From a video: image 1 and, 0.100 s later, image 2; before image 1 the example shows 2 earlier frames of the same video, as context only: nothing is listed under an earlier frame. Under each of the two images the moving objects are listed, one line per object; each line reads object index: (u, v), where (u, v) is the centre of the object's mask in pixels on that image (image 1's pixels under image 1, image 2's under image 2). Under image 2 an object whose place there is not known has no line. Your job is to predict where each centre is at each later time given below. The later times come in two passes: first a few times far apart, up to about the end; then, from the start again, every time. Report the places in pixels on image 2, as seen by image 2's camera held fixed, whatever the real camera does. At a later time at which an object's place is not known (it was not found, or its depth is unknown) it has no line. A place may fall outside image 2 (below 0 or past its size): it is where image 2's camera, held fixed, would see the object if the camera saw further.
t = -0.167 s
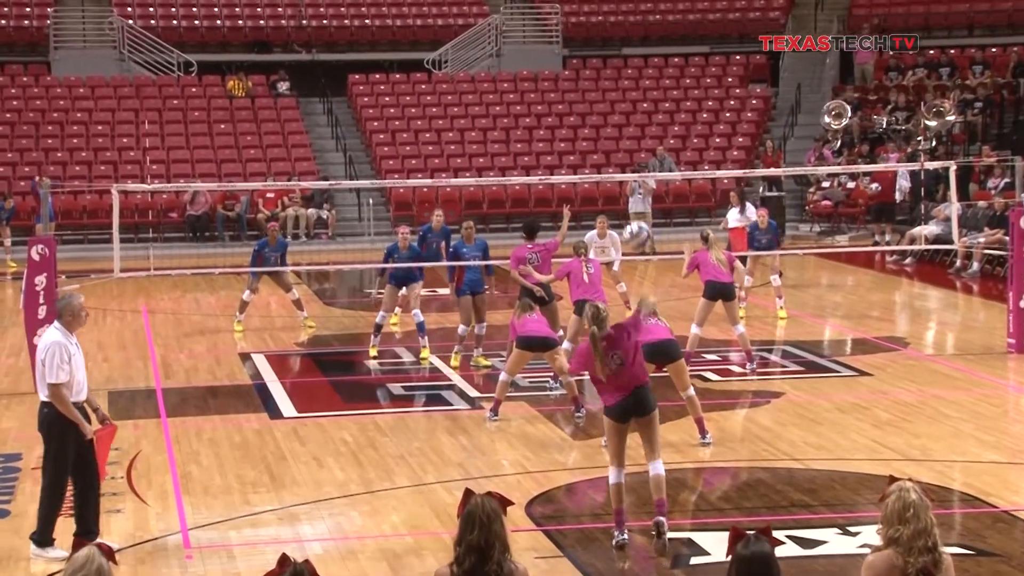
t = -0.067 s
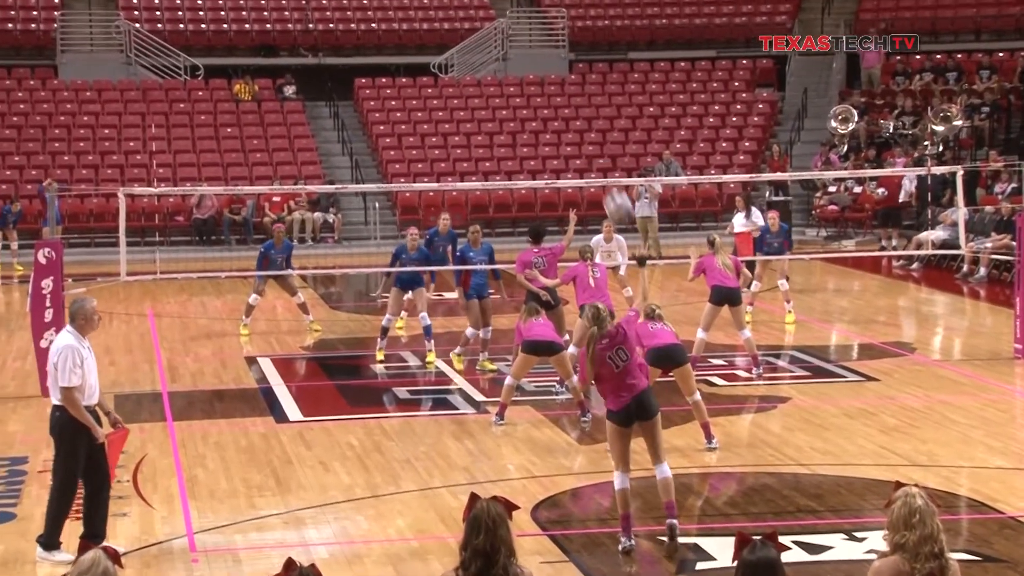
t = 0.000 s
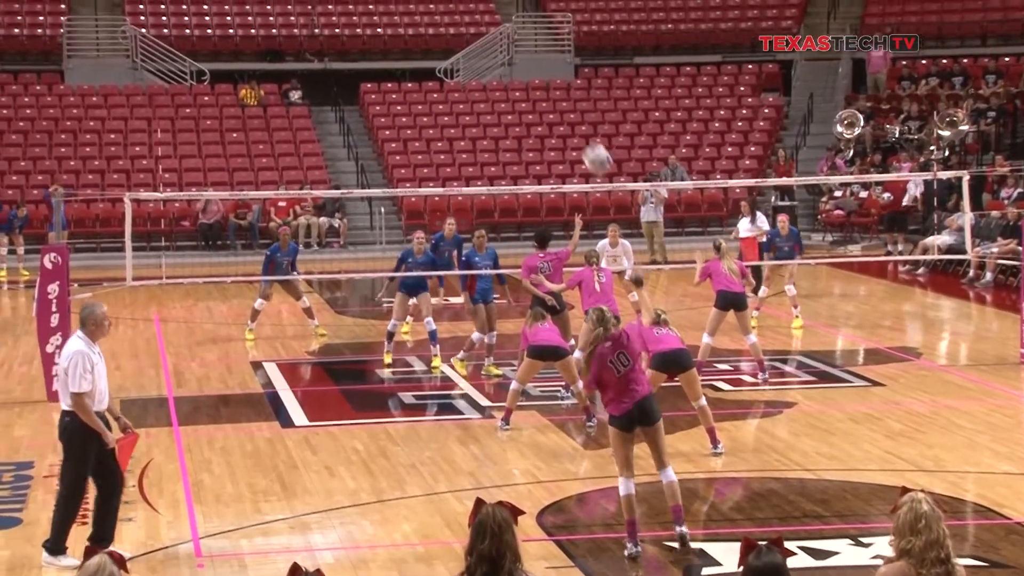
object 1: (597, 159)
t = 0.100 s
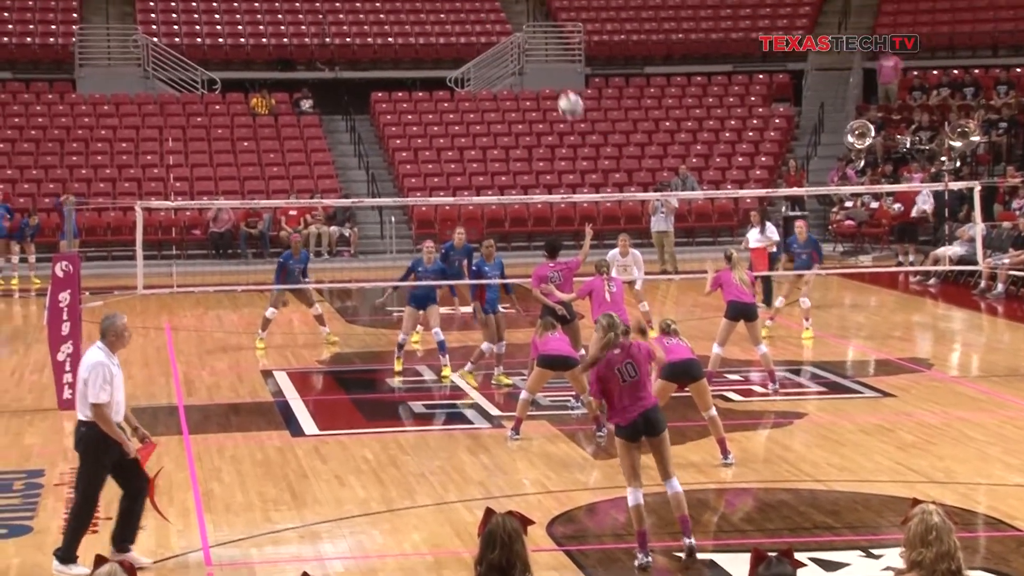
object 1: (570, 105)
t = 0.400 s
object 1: (486, 9)
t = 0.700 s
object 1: (424, 22)
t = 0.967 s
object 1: (375, 96)
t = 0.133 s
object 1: (559, 87)
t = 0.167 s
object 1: (549, 71)
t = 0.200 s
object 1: (539, 57)
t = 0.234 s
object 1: (530, 46)
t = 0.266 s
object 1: (520, 37)
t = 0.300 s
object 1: (511, 27)
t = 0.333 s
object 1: (503, 19)
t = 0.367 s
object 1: (494, 12)
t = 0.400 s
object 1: (486, 9)
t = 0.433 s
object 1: (478, 7)
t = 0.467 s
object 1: (471, 5)
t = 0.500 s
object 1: (463, 4)
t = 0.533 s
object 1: (457, 5)
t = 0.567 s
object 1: (451, 6)
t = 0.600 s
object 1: (445, 9)
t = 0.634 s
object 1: (438, 12)
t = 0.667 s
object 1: (432, 17)
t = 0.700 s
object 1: (424, 22)
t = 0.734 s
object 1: (418, 27)
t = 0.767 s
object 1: (412, 35)
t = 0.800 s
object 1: (404, 44)
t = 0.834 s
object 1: (398, 52)
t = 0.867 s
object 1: (392, 61)
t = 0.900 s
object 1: (386, 73)
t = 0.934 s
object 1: (381, 83)
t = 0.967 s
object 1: (375, 96)
